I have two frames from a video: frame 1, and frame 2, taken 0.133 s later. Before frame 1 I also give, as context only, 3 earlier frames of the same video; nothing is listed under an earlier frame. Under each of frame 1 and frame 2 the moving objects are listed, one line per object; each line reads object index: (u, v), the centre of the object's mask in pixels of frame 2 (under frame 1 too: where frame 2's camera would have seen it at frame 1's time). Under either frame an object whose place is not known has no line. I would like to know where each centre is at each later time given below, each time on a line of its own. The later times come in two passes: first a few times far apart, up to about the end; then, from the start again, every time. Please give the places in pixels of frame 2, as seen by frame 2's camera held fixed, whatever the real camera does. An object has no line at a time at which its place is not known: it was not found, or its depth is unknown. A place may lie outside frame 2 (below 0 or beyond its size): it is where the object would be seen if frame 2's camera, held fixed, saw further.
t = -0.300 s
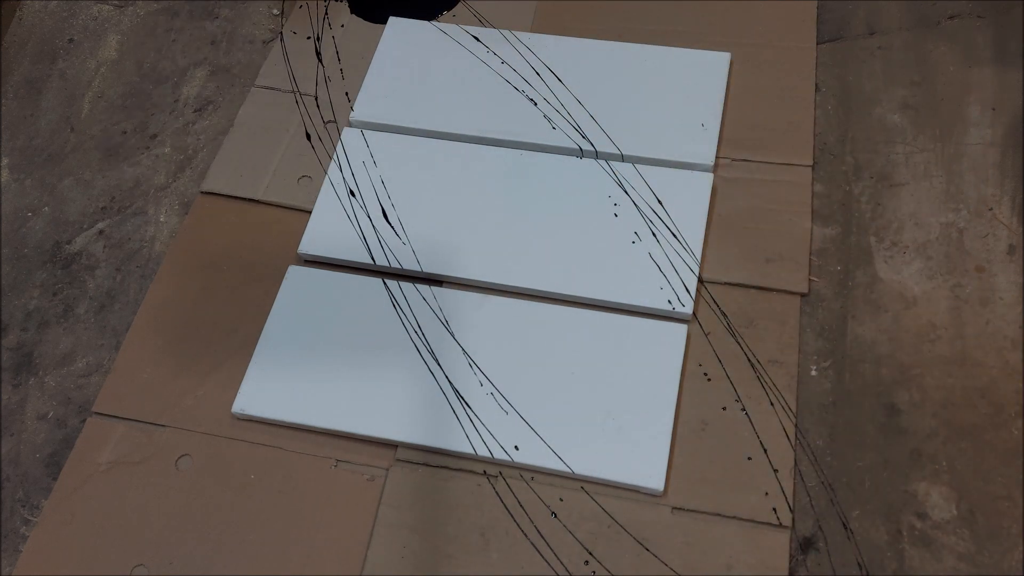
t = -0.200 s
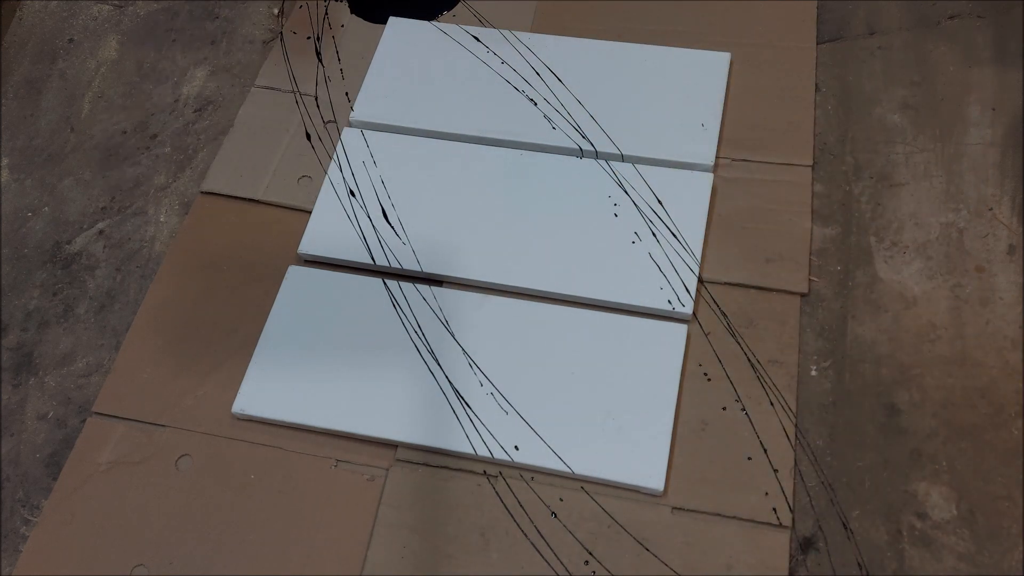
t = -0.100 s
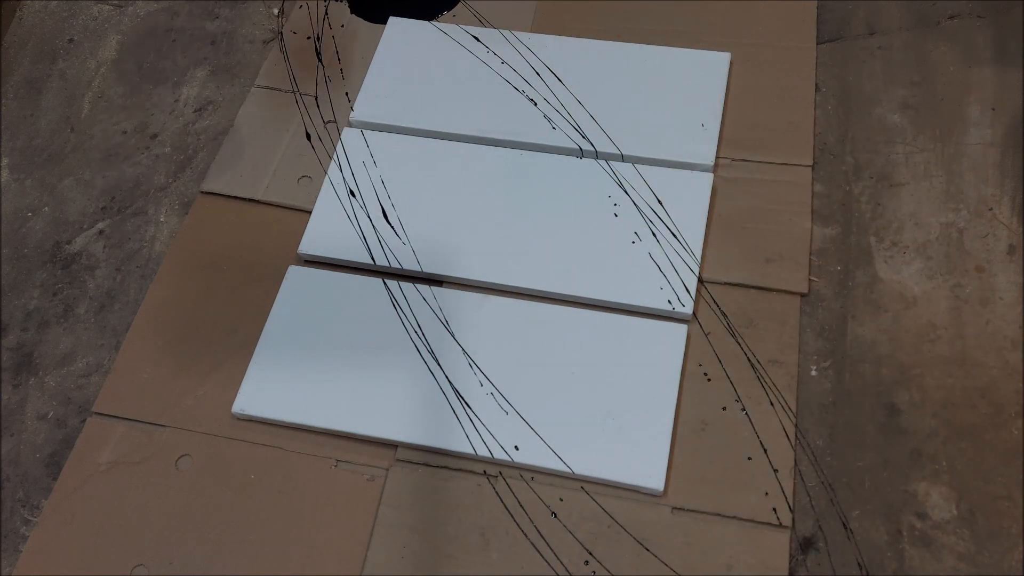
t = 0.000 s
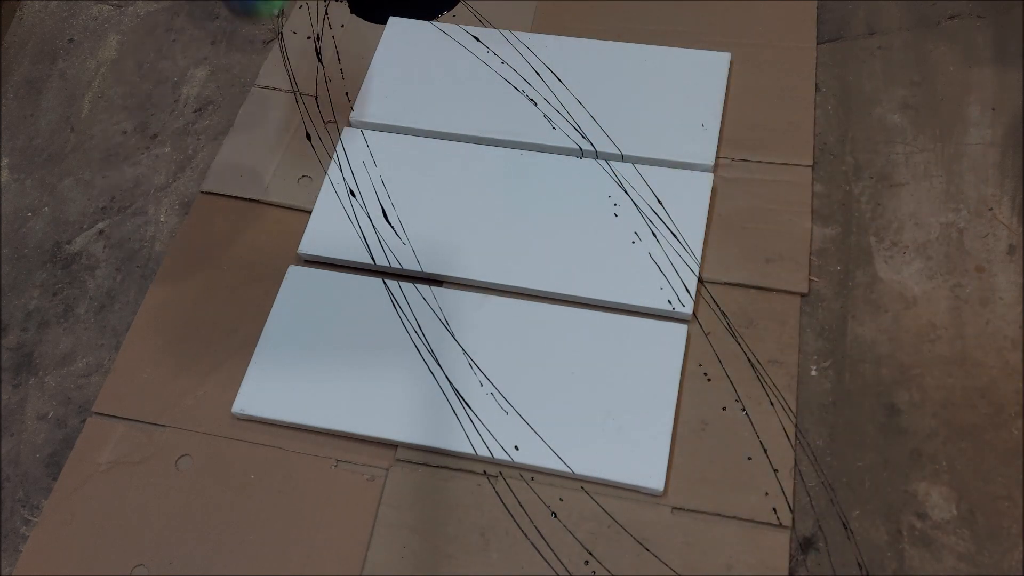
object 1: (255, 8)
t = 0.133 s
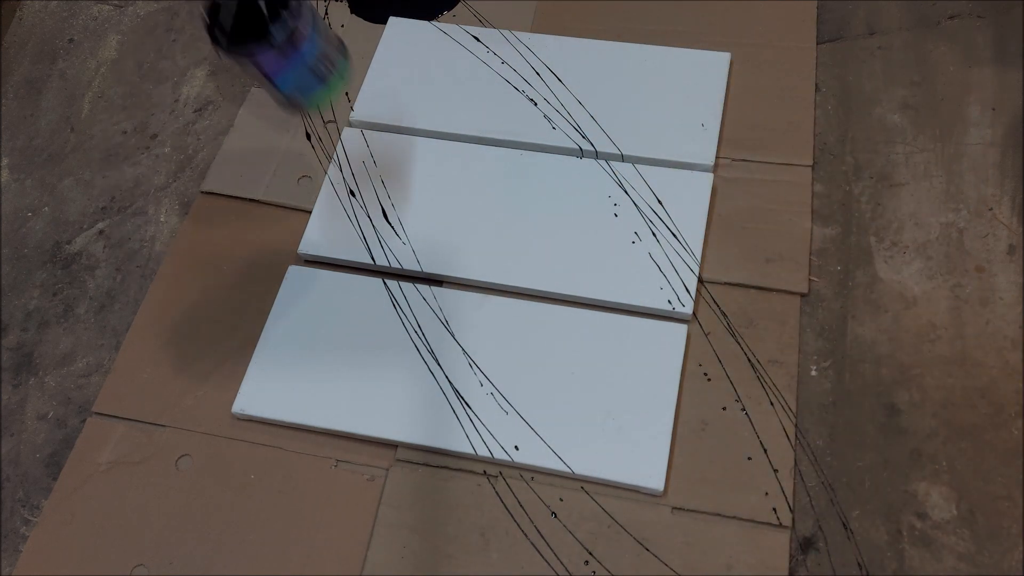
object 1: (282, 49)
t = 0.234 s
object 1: (328, 111)
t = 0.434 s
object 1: (472, 264)
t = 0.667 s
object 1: (695, 413)
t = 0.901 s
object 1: (899, 475)
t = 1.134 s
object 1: (944, 401)
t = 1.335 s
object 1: (880, 268)
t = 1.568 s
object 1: (725, 109)
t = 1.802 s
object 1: (549, 21)
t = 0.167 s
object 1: (293, 64)
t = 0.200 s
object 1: (308, 84)
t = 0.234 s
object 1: (328, 111)
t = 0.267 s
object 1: (349, 137)
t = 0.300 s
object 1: (371, 164)
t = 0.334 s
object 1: (394, 189)
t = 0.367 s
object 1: (419, 216)
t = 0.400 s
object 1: (445, 240)
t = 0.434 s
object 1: (472, 264)
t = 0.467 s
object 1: (500, 288)
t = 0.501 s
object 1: (529, 311)
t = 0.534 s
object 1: (560, 333)
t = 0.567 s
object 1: (591, 355)
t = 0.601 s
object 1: (625, 375)
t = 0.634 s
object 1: (661, 394)
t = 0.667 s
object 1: (695, 413)
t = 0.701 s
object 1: (730, 429)
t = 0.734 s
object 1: (762, 444)
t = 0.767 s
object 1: (794, 455)
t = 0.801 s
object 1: (824, 464)
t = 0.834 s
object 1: (853, 470)
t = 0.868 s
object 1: (878, 474)
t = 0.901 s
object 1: (899, 475)
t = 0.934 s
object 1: (918, 471)
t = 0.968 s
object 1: (928, 466)
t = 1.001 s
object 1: (936, 458)
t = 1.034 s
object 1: (941, 448)
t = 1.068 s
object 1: (944, 435)
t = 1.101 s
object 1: (945, 420)
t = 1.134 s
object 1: (944, 401)
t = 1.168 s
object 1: (941, 381)
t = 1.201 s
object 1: (936, 360)
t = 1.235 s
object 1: (928, 338)
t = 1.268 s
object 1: (914, 313)
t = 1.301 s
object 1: (898, 292)
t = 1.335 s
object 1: (880, 268)
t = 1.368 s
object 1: (860, 245)
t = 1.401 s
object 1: (839, 223)
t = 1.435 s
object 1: (818, 200)
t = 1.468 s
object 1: (795, 178)
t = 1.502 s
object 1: (772, 154)
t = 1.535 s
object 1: (748, 132)
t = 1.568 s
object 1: (725, 109)
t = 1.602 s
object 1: (700, 89)
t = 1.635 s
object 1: (675, 70)
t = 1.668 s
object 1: (649, 59)
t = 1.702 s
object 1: (622, 49)
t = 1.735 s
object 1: (596, 40)
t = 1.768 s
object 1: (572, 30)
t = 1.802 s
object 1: (549, 21)
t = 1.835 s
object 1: (529, 12)
